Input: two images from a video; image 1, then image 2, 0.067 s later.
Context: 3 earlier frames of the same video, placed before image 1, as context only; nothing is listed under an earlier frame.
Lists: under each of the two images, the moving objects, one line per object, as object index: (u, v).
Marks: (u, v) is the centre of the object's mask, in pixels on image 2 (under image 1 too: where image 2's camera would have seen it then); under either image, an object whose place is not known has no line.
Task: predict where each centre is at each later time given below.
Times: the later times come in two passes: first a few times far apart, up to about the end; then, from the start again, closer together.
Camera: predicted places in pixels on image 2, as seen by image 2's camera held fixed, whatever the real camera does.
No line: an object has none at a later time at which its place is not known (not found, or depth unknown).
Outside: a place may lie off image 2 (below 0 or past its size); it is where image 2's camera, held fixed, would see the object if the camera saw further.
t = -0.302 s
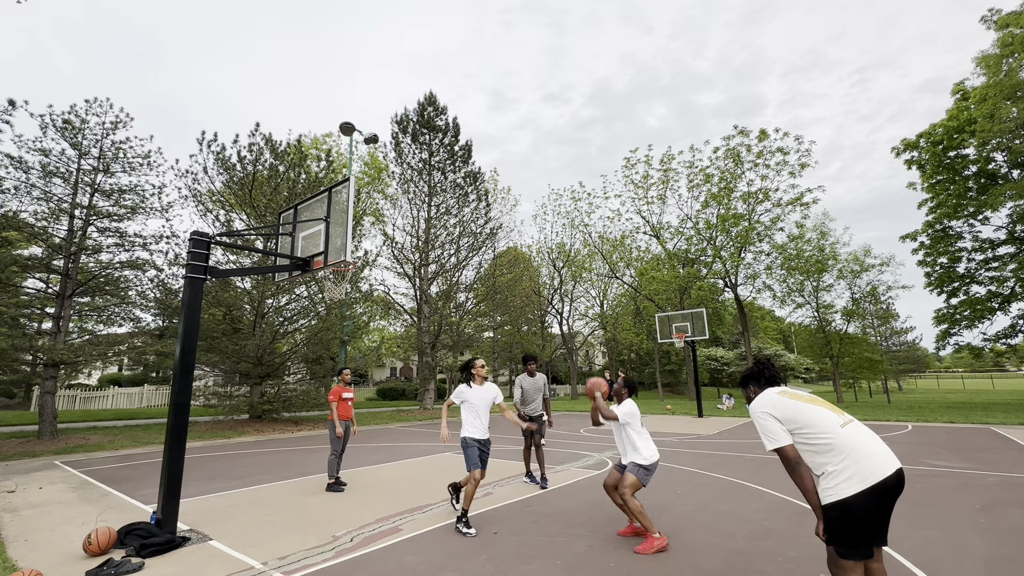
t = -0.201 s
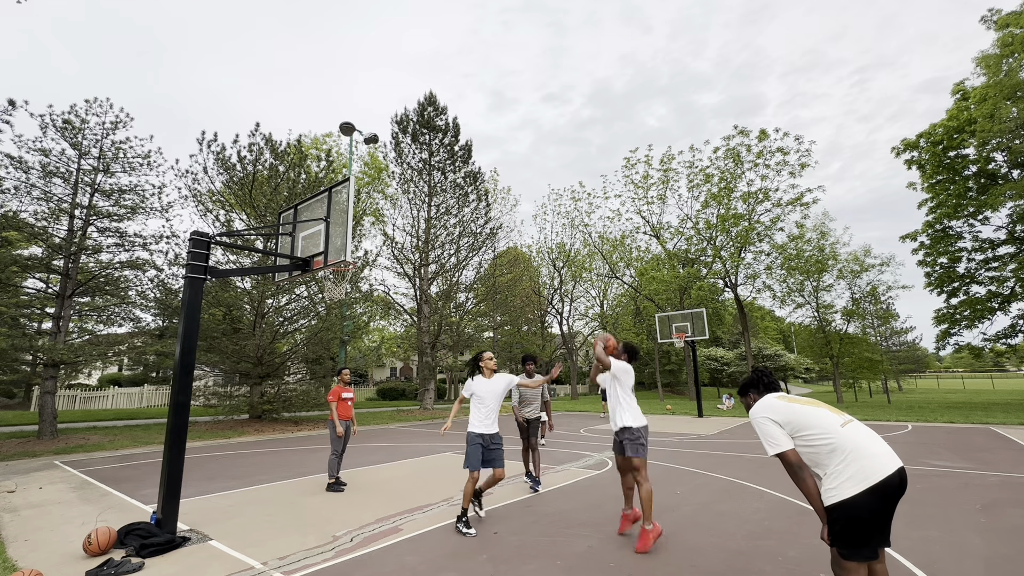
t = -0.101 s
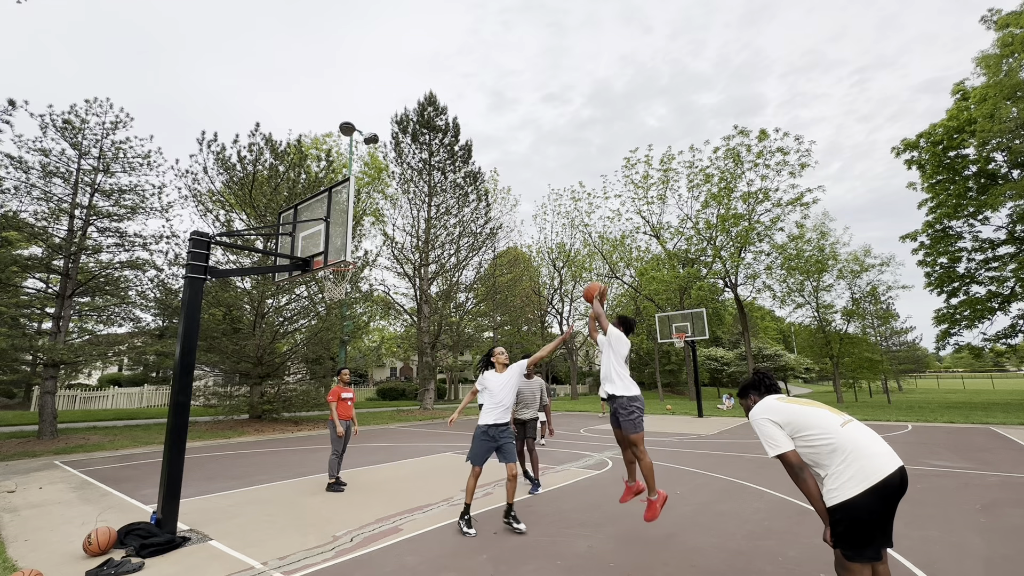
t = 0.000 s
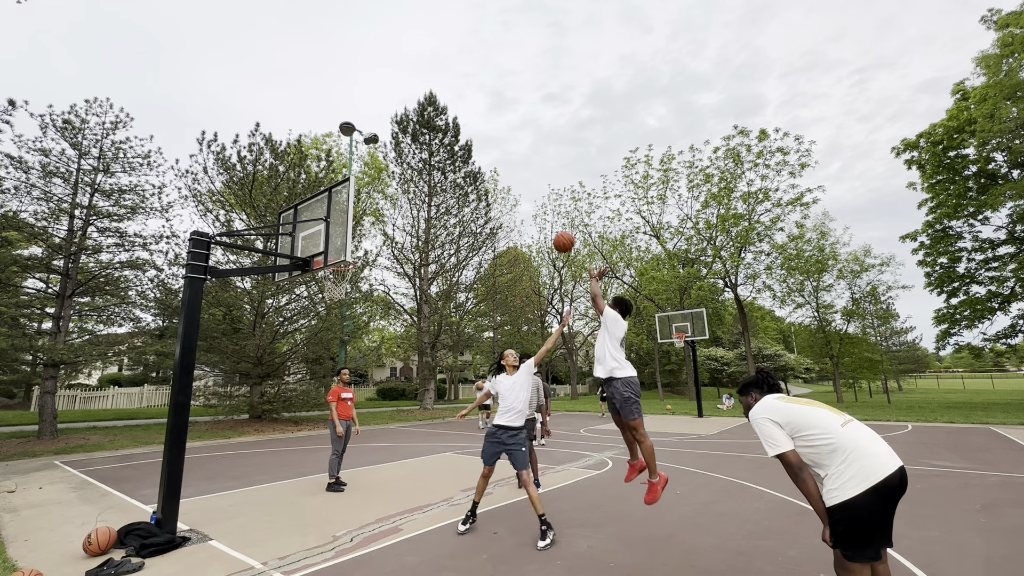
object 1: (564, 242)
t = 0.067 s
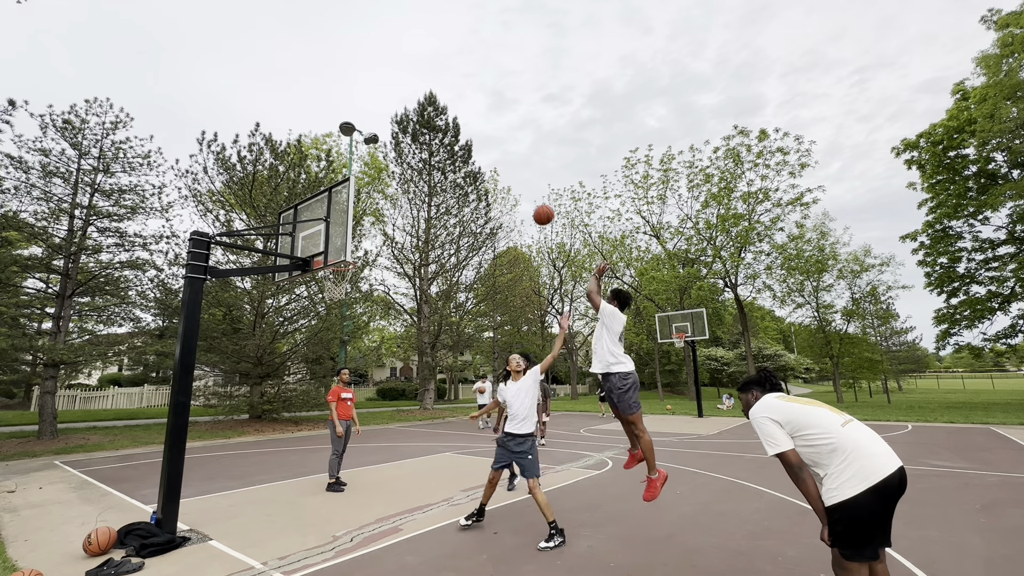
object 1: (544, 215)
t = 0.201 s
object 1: (507, 176)
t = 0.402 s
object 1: (460, 150)
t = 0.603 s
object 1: (418, 154)
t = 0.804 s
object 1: (380, 185)
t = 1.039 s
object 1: (336, 254)
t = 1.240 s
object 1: (324, 291)
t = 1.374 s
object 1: (328, 309)
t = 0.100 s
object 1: (534, 203)
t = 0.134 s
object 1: (524, 193)
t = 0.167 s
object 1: (516, 184)
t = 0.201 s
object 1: (507, 176)
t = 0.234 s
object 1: (499, 169)
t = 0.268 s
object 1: (490, 164)
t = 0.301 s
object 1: (483, 159)
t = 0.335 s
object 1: (475, 155)
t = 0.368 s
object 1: (467, 152)
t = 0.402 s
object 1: (460, 150)
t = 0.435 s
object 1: (453, 148)
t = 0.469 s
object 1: (446, 148)
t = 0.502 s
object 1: (439, 148)
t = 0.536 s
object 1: (432, 149)
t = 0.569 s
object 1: (425, 151)
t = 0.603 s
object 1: (418, 154)
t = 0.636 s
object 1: (412, 158)
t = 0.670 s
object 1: (405, 162)
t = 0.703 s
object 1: (399, 167)
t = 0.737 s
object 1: (393, 173)
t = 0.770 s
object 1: (386, 178)
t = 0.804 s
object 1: (380, 185)
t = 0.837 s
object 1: (374, 193)
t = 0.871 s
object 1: (367, 201)
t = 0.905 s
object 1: (362, 210)
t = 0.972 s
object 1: (355, 231)
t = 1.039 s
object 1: (336, 254)
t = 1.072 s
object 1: (330, 271)
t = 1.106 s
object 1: (325, 278)
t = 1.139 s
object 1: (322, 283)
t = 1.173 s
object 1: (323, 286)
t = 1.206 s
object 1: (323, 289)
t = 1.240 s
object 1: (324, 291)
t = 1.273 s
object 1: (325, 295)
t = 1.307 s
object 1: (326, 299)
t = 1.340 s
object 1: (327, 304)
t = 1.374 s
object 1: (328, 309)
